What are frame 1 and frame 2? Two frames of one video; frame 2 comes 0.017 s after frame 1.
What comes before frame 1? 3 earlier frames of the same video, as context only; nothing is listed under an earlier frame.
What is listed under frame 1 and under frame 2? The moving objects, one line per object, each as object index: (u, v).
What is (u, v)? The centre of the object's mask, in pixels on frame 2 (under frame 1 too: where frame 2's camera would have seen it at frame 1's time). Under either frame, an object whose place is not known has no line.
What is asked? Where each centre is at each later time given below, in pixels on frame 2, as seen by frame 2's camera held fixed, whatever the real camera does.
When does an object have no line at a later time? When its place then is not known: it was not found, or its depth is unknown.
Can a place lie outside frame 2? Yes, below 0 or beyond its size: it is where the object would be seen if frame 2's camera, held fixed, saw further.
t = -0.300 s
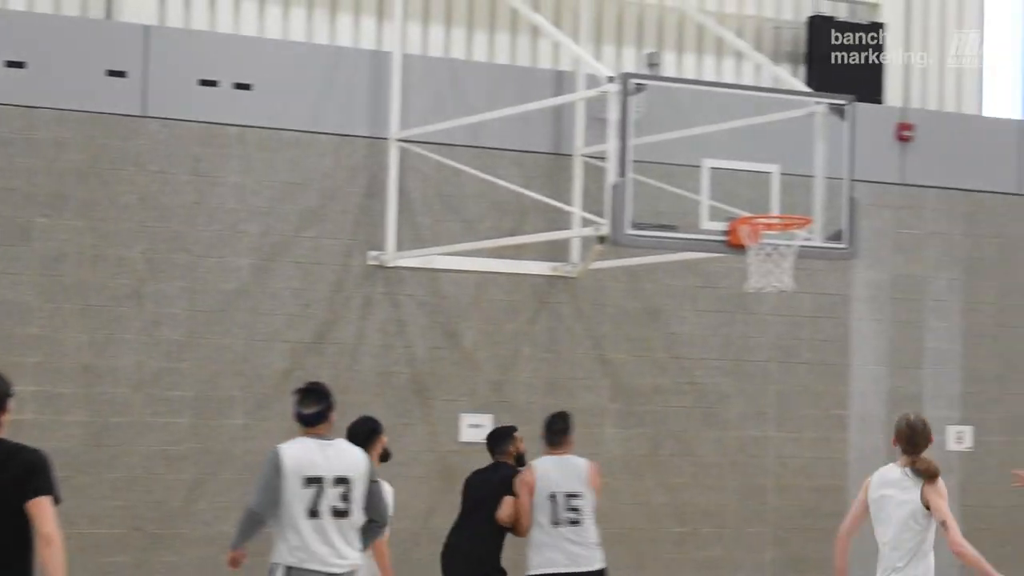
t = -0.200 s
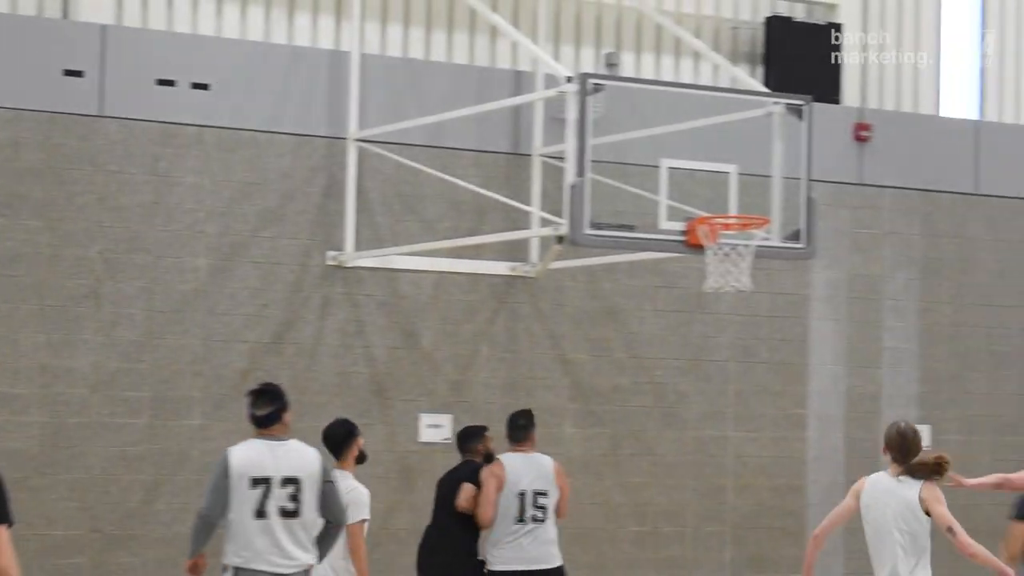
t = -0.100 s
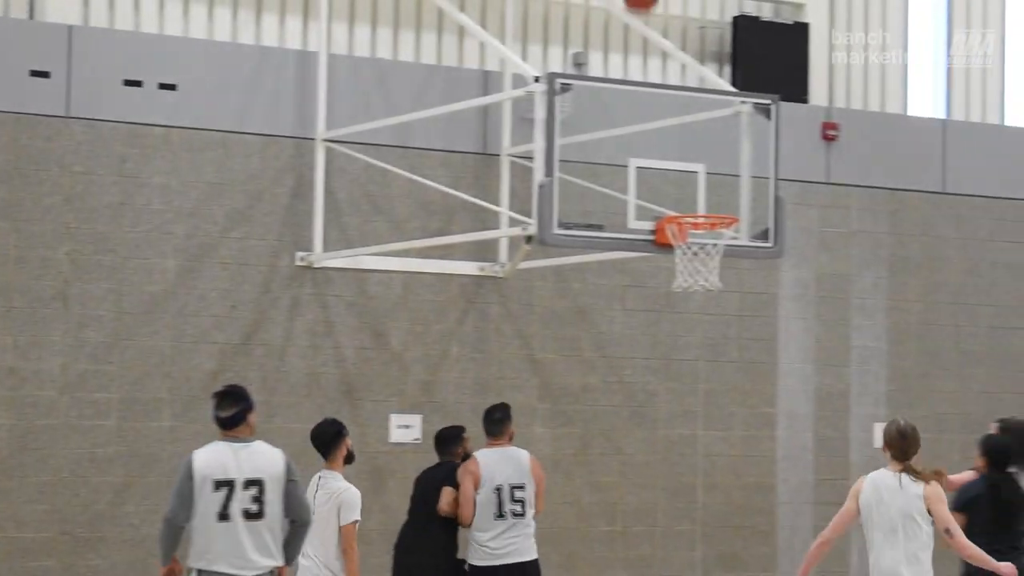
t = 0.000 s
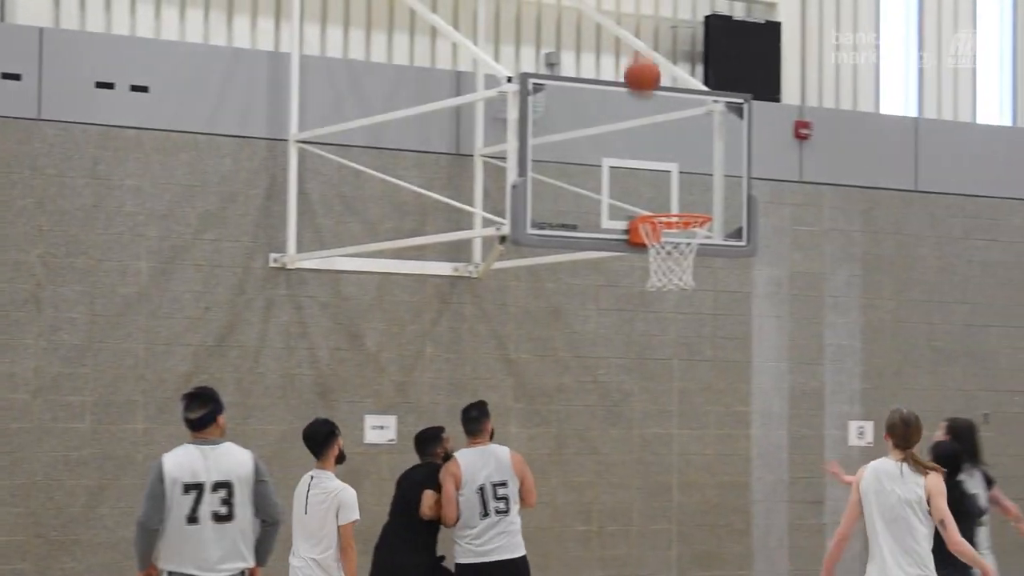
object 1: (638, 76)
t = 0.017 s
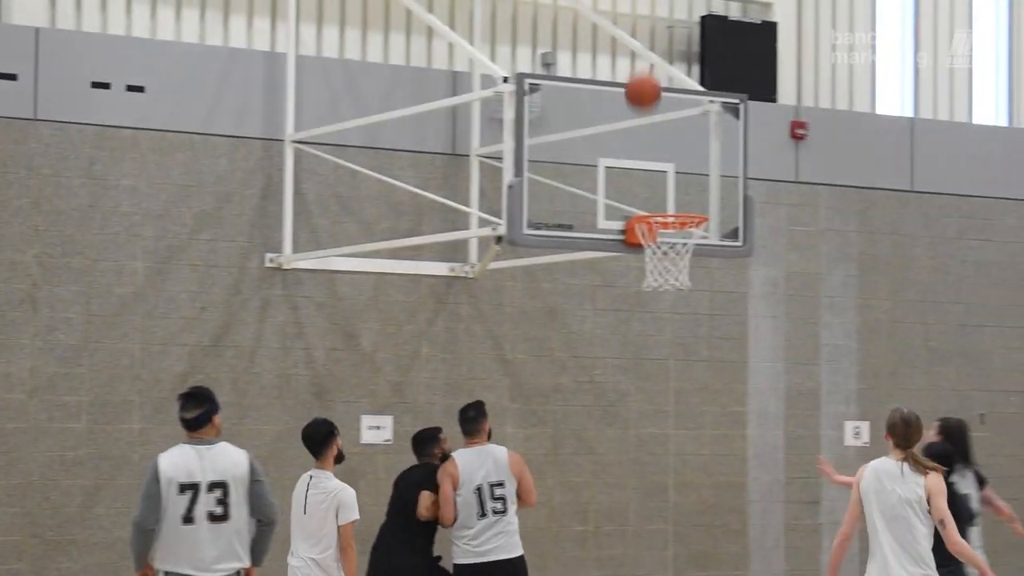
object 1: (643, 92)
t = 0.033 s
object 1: (647, 106)
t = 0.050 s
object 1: (652, 122)
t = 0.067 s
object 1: (656, 138)
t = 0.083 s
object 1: (661, 153)
